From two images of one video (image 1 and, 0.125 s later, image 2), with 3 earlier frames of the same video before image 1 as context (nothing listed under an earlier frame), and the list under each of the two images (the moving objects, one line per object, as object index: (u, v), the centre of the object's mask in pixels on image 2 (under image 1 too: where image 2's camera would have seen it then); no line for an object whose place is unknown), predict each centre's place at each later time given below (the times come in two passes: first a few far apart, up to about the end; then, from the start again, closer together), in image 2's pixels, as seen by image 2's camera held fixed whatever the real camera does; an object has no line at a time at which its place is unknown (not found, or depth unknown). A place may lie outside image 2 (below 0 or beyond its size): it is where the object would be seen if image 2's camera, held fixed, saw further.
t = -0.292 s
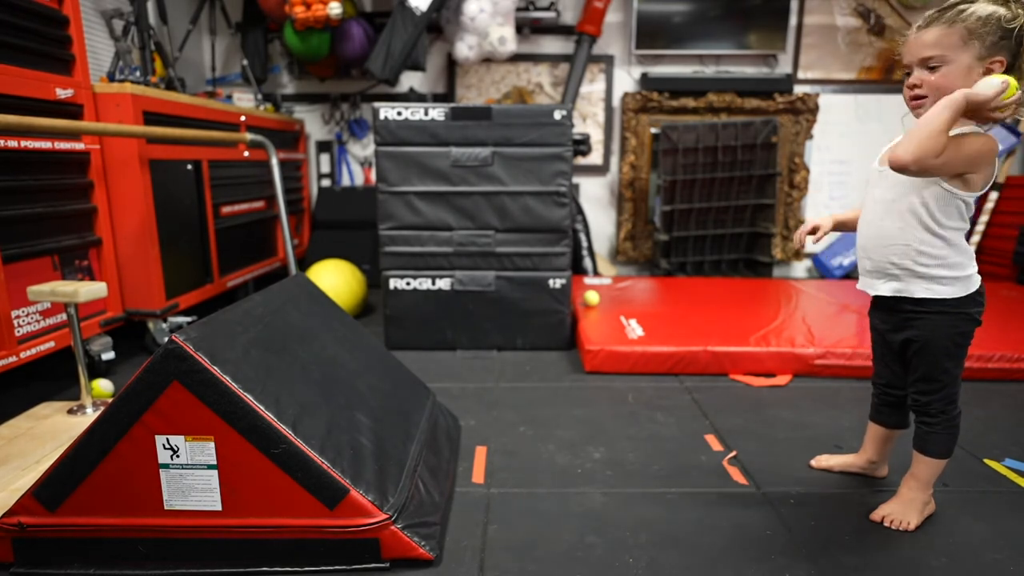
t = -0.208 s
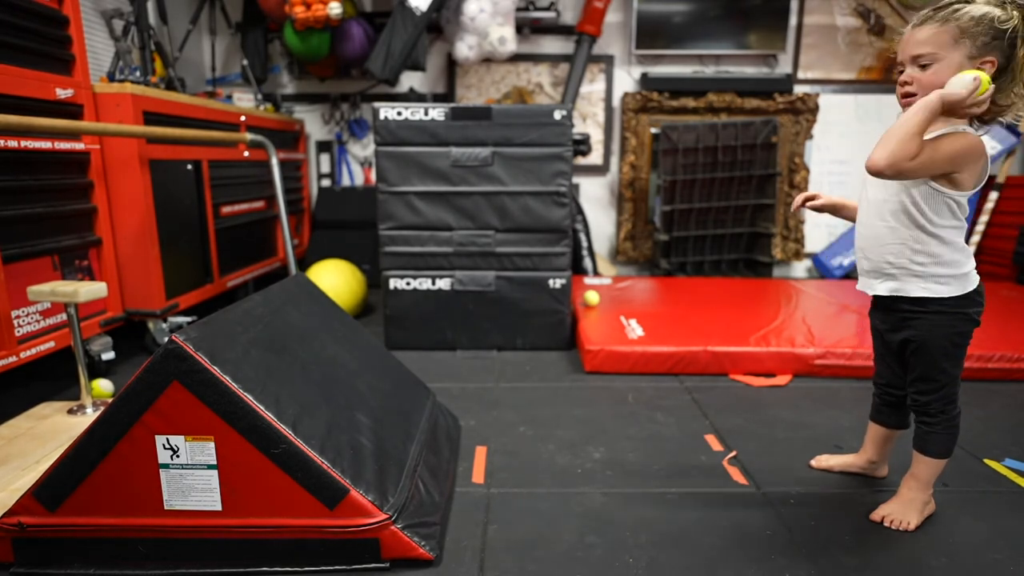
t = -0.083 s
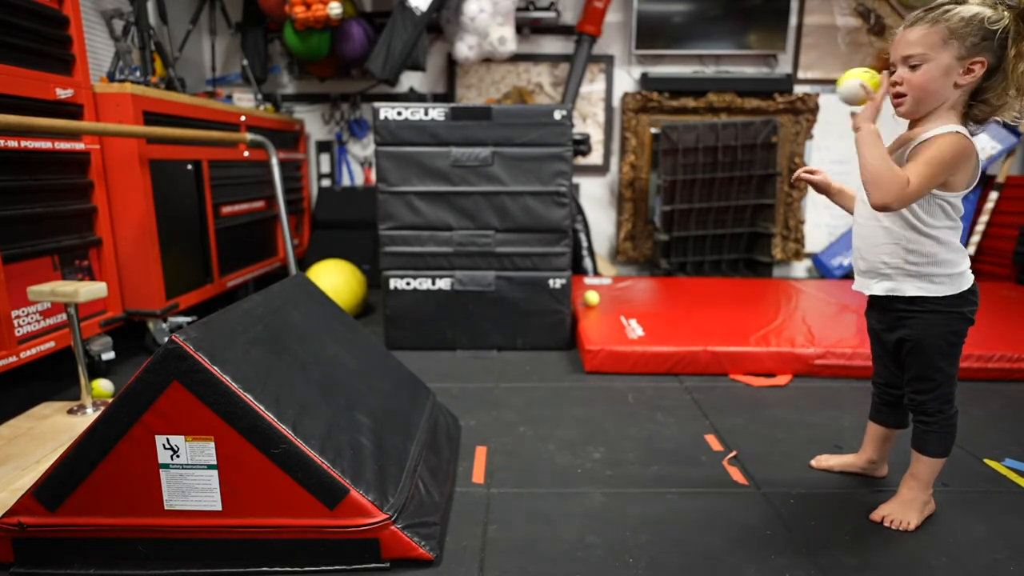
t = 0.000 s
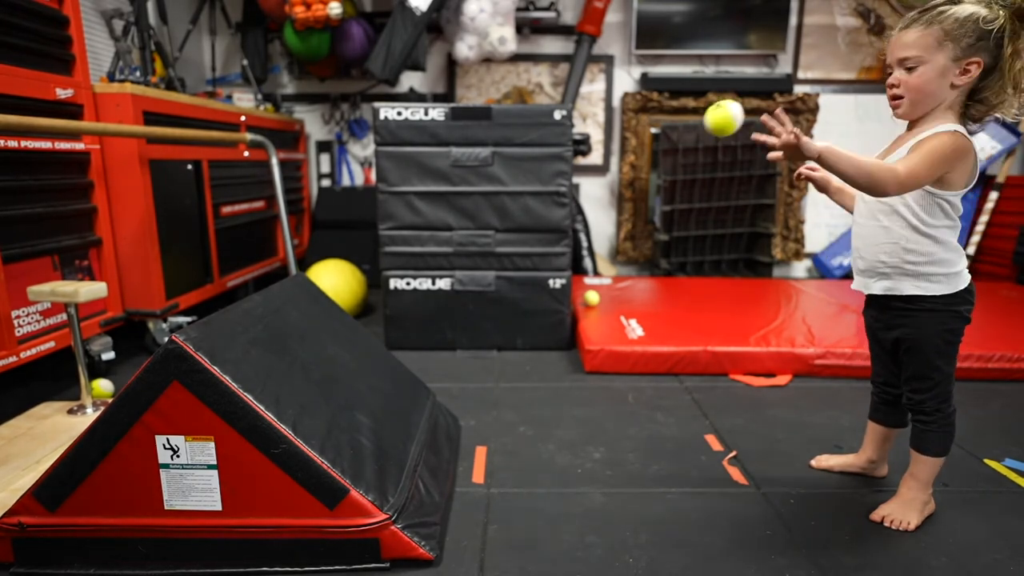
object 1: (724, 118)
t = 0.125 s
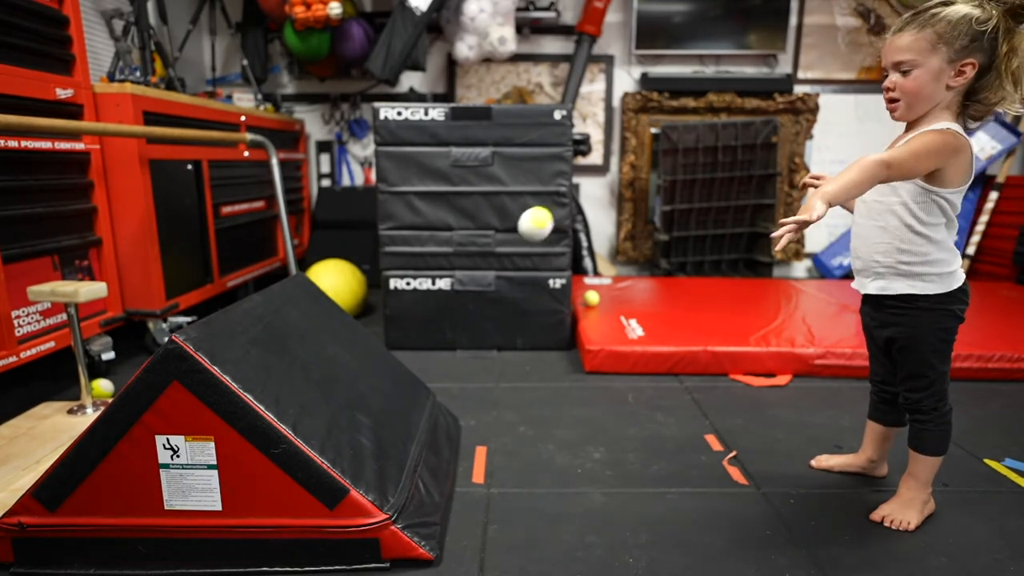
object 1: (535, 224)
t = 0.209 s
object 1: (428, 323)
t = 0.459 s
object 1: (582, 299)
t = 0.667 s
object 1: (764, 395)
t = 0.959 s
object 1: (966, 343)
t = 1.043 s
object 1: (1003, 357)
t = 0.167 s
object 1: (479, 271)
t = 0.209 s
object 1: (428, 323)
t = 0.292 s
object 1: (422, 346)
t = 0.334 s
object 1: (461, 324)
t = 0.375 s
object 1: (501, 309)
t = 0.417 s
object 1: (542, 301)
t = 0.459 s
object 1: (582, 299)
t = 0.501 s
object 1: (621, 305)
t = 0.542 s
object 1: (659, 318)
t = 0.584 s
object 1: (696, 338)
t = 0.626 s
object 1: (731, 364)
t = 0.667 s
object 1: (764, 395)
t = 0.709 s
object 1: (795, 433)
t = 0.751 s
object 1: (823, 417)
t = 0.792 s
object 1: (850, 389)
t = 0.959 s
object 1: (966, 343)
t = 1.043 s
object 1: (1003, 357)
